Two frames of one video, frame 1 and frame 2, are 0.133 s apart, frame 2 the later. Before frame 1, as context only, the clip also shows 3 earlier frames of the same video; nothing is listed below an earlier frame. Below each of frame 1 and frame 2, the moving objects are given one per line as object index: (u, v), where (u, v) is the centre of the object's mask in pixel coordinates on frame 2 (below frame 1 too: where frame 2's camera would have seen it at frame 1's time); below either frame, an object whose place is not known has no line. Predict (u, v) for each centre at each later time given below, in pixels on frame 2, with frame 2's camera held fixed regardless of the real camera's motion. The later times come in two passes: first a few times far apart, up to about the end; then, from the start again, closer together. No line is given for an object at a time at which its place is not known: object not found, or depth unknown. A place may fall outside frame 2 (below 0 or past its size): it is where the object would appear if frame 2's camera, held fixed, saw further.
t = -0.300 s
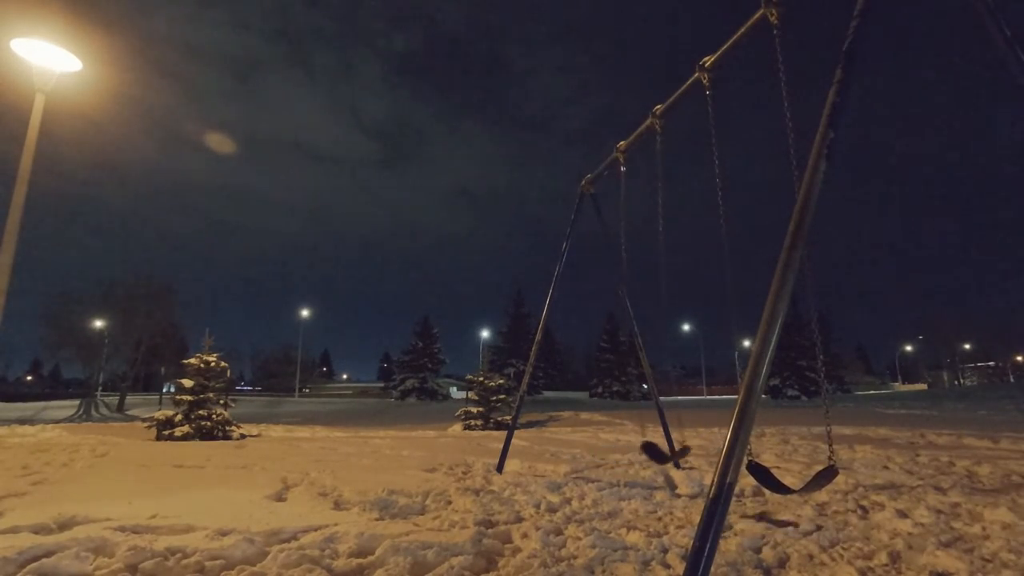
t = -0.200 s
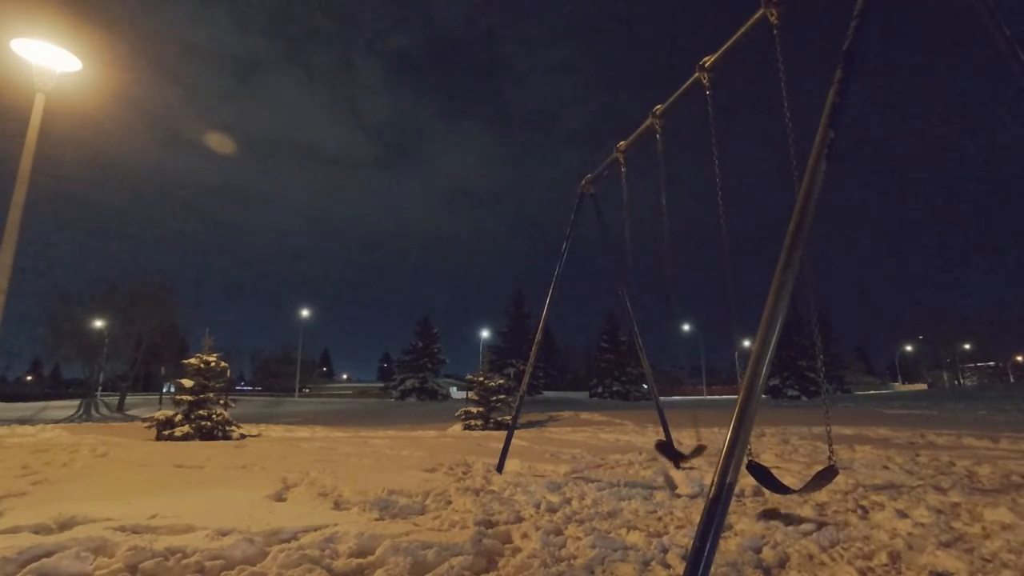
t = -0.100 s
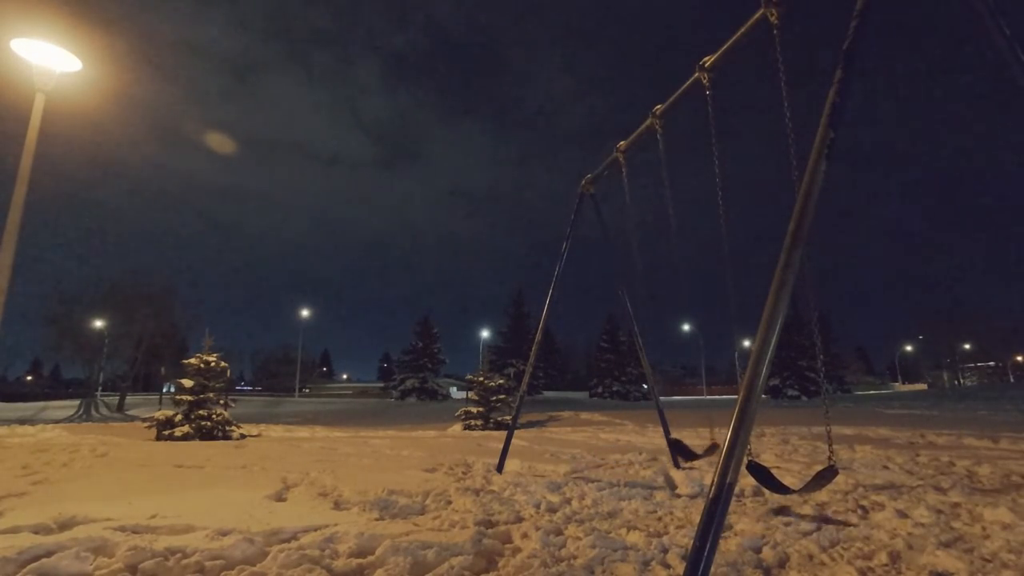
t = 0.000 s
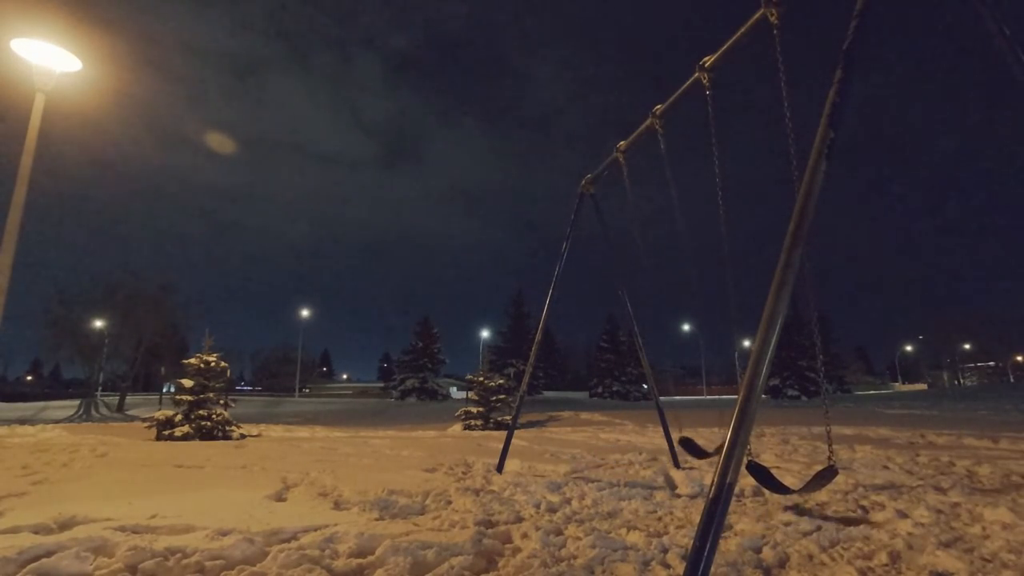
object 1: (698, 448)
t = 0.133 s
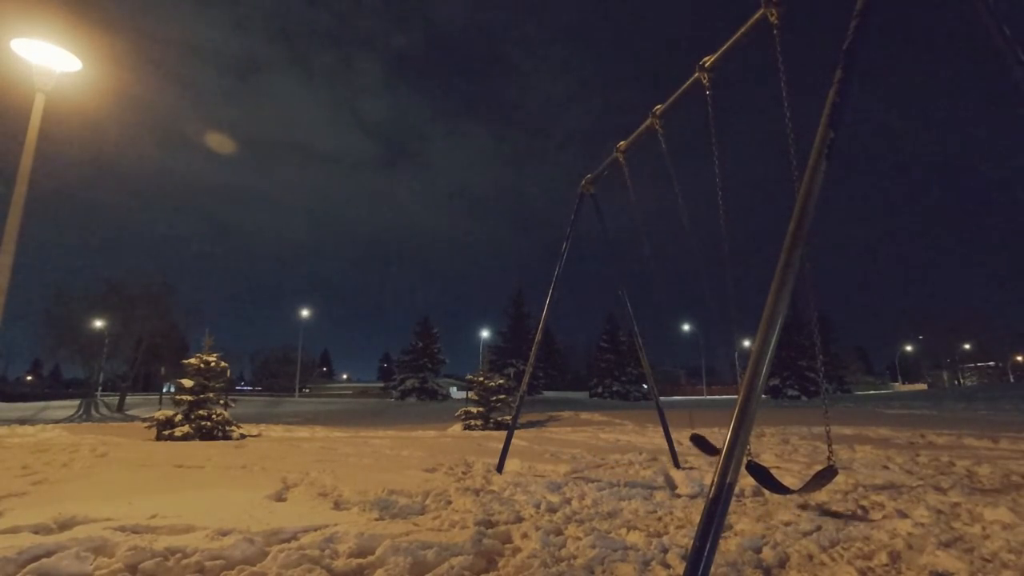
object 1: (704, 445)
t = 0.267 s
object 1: (711, 441)
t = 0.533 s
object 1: (714, 437)
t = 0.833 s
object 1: (698, 449)
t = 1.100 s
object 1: (664, 456)
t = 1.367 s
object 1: (624, 455)
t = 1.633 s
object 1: (597, 450)
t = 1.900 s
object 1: (585, 447)
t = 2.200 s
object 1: (603, 450)
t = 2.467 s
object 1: (641, 454)
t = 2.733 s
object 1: (681, 452)
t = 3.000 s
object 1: (701, 447)
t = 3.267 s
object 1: (712, 440)
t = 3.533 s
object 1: (711, 440)
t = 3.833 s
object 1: (691, 452)
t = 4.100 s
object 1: (651, 457)
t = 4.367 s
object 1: (615, 454)
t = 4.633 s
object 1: (592, 450)
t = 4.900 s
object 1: (589, 447)
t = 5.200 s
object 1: (618, 454)
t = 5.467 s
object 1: (656, 454)
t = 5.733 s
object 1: (693, 451)
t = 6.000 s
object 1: (704, 445)
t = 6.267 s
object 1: (712, 440)
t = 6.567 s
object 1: (702, 447)
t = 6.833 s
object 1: (676, 454)
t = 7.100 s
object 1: (637, 455)
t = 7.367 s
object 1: (609, 452)
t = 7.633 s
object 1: (594, 450)
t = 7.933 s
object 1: (597, 448)
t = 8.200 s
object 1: (626, 454)
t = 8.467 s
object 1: (664, 453)
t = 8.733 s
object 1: (695, 450)
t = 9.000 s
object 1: (706, 445)
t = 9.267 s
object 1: (710, 441)
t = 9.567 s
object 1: (697, 449)
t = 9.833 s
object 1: (666, 454)
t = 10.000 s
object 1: (644, 456)
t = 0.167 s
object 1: (706, 444)
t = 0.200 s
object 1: (708, 443)
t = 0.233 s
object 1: (709, 442)
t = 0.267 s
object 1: (711, 441)
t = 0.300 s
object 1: (712, 440)
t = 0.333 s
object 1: (713, 439)
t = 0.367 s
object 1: (714, 439)
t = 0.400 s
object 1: (714, 438)
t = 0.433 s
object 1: (715, 438)
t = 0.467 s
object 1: (715, 437)
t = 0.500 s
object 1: (715, 437)
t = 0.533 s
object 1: (714, 437)
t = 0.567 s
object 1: (714, 438)
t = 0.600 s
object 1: (713, 438)
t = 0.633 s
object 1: (712, 439)
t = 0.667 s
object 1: (710, 440)
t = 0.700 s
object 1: (708, 442)
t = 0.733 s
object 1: (707, 444)
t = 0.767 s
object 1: (704, 446)
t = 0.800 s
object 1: (702, 447)
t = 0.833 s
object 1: (698, 449)
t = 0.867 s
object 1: (697, 450)
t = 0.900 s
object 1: (695, 451)
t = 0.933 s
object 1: (693, 453)
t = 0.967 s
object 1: (686, 453)
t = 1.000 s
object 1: (682, 454)
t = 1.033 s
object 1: (674, 454)
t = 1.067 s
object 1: (670, 456)
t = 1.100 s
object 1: (664, 456)
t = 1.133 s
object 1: (658, 456)
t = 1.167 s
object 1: (654, 456)
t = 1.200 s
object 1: (647, 456)
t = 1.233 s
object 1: (646, 457)
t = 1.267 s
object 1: (638, 457)
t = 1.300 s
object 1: (634, 457)
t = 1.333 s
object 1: (630, 457)
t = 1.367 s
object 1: (624, 455)
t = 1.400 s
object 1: (621, 454)
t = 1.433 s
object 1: (617, 454)
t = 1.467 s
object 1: (613, 453)
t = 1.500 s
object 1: (610, 453)
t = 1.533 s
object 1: (606, 452)
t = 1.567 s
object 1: (602, 451)
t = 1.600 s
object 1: (600, 450)
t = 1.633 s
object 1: (597, 450)
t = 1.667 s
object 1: (594, 450)
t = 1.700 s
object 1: (592, 450)
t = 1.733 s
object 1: (590, 450)
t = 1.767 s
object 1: (589, 449)
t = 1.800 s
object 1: (587, 448)
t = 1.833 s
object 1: (586, 447)
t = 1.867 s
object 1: (585, 447)
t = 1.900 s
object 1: (585, 447)
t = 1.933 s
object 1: (585, 446)
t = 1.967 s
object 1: (586, 446)
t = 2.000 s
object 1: (587, 446)
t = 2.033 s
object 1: (588, 447)
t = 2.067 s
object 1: (590, 447)
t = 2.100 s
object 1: (592, 447)
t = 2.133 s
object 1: (596, 448)
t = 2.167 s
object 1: (599, 449)
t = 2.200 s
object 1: (603, 450)
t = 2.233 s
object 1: (606, 451)
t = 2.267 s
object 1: (611, 453)
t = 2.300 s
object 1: (617, 454)
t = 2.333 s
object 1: (618, 454)
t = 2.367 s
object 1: (624, 454)
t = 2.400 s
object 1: (630, 454)
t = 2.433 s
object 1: (635, 454)
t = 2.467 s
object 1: (641, 454)
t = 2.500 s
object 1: (645, 454)
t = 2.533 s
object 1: (652, 454)
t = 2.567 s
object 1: (657, 453)
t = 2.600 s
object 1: (662, 452)
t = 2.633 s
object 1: (666, 453)
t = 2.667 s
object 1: (671, 452)
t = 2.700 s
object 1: (676, 452)
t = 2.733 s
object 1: (681, 452)
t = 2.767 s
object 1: (685, 451)
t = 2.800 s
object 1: (689, 451)
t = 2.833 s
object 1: (693, 450)
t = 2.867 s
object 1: (695, 450)
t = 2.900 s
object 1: (697, 449)
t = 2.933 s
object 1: (698, 448)
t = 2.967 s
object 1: (699, 448)
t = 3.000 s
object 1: (701, 447)
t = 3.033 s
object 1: (703, 446)
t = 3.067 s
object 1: (705, 445)
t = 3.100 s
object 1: (706, 444)
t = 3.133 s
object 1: (708, 443)
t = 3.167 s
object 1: (709, 442)
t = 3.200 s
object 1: (711, 442)
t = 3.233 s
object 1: (712, 441)
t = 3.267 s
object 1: (712, 440)
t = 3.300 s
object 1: (713, 440)
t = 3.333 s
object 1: (713, 439)
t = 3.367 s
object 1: (714, 439)
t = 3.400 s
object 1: (714, 439)
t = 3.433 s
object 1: (713, 439)
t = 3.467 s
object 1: (713, 439)
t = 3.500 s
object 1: (712, 439)
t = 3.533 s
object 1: (711, 440)
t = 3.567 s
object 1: (710, 442)
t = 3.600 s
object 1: (708, 443)
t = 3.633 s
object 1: (706, 445)
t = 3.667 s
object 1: (704, 446)
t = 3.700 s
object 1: (701, 448)
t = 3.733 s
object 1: (698, 449)
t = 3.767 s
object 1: (697, 450)
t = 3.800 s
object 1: (695, 451)
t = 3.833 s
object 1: (691, 452)
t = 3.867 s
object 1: (686, 452)
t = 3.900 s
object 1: (680, 453)
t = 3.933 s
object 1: (676, 454)
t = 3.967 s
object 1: (670, 455)
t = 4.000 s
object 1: (663, 454)
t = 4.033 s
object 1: (658, 455)
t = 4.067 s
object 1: (654, 455)
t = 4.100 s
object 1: (651, 457)
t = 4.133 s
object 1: (646, 457)
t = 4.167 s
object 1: (639, 455)
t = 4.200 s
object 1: (636, 457)
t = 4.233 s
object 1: (631, 456)
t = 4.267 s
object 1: (626, 454)
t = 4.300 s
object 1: (623, 454)
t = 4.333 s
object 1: (619, 454)
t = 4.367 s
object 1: (615, 454)
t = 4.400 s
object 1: (611, 452)
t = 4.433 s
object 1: (609, 453)
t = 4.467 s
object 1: (606, 451)
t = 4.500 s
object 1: (602, 451)
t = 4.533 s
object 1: (600, 451)
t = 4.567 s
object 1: (597, 450)
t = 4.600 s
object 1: (595, 450)
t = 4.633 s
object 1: (592, 450)
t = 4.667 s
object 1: (592, 450)
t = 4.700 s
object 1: (590, 448)
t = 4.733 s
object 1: (589, 448)
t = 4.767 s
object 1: (588, 447)
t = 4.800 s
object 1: (588, 447)
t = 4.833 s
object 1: (588, 447)
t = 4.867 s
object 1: (588, 447)
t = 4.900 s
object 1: (589, 447)
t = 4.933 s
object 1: (591, 447)
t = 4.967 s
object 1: (592, 448)
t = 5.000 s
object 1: (595, 448)
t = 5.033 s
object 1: (597, 449)
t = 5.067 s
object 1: (600, 449)
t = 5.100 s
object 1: (605, 450)
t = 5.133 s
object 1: (609, 451)
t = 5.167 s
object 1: (614, 452)
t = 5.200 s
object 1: (618, 454)
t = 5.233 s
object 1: (619, 454)
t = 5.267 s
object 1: (625, 454)
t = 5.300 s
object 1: (630, 455)
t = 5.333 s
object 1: (635, 454)
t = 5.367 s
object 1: (641, 454)
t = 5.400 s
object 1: (646, 454)
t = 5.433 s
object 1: (651, 454)
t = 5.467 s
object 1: (656, 454)
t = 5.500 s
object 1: (661, 453)
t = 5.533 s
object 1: (665, 453)
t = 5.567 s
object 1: (670, 453)
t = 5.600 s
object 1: (675, 452)
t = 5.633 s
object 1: (679, 452)
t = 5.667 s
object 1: (683, 452)
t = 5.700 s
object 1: (687, 451)
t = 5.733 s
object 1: (693, 451)
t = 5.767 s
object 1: (694, 450)
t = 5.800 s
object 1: (696, 450)
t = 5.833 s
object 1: (697, 449)
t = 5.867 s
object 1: (698, 449)
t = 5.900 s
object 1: (700, 448)
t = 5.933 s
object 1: (701, 447)
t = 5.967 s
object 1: (703, 446)
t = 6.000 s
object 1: (704, 445)
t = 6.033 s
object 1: (706, 445)
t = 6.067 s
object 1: (708, 444)
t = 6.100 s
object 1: (709, 443)
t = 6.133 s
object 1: (710, 442)
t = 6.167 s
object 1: (711, 442)
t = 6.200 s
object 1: (711, 441)
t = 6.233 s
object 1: (712, 440)
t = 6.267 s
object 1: (712, 440)
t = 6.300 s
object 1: (712, 440)
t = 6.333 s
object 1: (712, 440)
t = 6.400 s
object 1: (711, 441)
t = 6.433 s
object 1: (710, 441)
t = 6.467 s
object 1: (708, 442)
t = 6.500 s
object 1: (707, 444)
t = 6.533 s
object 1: (705, 445)
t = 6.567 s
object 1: (702, 447)
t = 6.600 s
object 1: (700, 448)
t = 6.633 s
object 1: (696, 449)
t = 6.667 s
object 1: (696, 450)
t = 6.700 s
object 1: (695, 451)
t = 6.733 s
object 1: (691, 452)
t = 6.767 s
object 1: (686, 453)
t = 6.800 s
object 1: (681, 454)
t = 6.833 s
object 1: (676, 454)
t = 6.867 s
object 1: (670, 455)
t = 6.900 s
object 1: (666, 456)
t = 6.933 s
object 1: (660, 455)
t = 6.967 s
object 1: (656, 456)
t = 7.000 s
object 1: (651, 456)
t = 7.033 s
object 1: (646, 456)
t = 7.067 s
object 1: (642, 456)
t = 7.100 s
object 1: (637, 455)
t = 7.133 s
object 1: (633, 455)
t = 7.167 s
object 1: (630, 456)
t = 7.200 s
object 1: (626, 455)
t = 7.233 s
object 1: (622, 454)
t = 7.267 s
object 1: (618, 454)
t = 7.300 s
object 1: (615, 454)
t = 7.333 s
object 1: (611, 452)
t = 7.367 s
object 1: (609, 452)
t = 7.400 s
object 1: (606, 452)
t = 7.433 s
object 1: (602, 450)
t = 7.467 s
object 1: (600, 451)
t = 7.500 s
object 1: (598, 451)
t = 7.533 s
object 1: (595, 450)
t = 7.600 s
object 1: (595, 450)
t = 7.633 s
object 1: (594, 450)
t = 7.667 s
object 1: (592, 448)
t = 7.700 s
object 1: (591, 448)
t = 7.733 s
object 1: (591, 448)
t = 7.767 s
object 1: (590, 448)
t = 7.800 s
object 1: (591, 448)
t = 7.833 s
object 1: (592, 447)
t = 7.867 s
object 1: (593, 448)
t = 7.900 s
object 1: (595, 448)
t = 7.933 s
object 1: (597, 448)
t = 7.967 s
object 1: (600, 449)
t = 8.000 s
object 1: (602, 450)
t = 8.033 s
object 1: (606, 451)
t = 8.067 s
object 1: (610, 452)
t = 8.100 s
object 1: (614, 454)
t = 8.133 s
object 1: (619, 455)
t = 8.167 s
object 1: (620, 454)
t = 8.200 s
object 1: (626, 454)
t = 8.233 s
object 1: (631, 455)
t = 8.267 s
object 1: (636, 455)
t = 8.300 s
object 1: (641, 454)
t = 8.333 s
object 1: (646, 454)
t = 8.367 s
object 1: (650, 454)
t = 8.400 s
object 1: (656, 454)
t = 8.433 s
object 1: (659, 454)
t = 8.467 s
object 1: (664, 453)
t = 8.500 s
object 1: (669, 453)
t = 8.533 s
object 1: (674, 453)
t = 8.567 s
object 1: (677, 453)
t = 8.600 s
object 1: (682, 452)
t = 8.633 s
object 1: (685, 452)
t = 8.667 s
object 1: (689, 451)
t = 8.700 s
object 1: (694, 451)
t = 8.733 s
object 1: (695, 450)
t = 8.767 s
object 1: (697, 450)
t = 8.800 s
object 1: (697, 449)
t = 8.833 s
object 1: (699, 448)
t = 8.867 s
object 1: (700, 448)
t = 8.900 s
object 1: (701, 447)
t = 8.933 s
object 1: (703, 446)
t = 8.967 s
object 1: (705, 446)
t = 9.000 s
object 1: (706, 445)
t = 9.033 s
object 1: (707, 444)
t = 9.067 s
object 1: (709, 444)
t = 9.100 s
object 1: (709, 443)
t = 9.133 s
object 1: (710, 442)
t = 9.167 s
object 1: (710, 442)
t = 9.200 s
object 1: (711, 441)
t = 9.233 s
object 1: (711, 441)
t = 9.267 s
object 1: (710, 441)
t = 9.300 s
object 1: (710, 441)
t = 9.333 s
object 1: (709, 442)
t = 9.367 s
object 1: (708, 442)
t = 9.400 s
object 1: (707, 443)
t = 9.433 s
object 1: (705, 445)
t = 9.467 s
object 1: (703, 446)
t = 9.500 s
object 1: (701, 447)
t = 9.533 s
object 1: (699, 448)
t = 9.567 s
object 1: (697, 449)
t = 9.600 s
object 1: (696, 450)
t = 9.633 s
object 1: (695, 451)
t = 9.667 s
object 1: (691, 452)
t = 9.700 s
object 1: (685, 452)
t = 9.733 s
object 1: (681, 454)
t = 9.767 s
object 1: (676, 453)
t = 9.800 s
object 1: (670, 454)
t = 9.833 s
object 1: (666, 454)
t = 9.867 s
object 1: (661, 455)
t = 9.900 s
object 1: (657, 456)
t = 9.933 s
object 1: (654, 456)
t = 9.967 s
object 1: (647, 455)
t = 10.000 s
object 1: (644, 456)
